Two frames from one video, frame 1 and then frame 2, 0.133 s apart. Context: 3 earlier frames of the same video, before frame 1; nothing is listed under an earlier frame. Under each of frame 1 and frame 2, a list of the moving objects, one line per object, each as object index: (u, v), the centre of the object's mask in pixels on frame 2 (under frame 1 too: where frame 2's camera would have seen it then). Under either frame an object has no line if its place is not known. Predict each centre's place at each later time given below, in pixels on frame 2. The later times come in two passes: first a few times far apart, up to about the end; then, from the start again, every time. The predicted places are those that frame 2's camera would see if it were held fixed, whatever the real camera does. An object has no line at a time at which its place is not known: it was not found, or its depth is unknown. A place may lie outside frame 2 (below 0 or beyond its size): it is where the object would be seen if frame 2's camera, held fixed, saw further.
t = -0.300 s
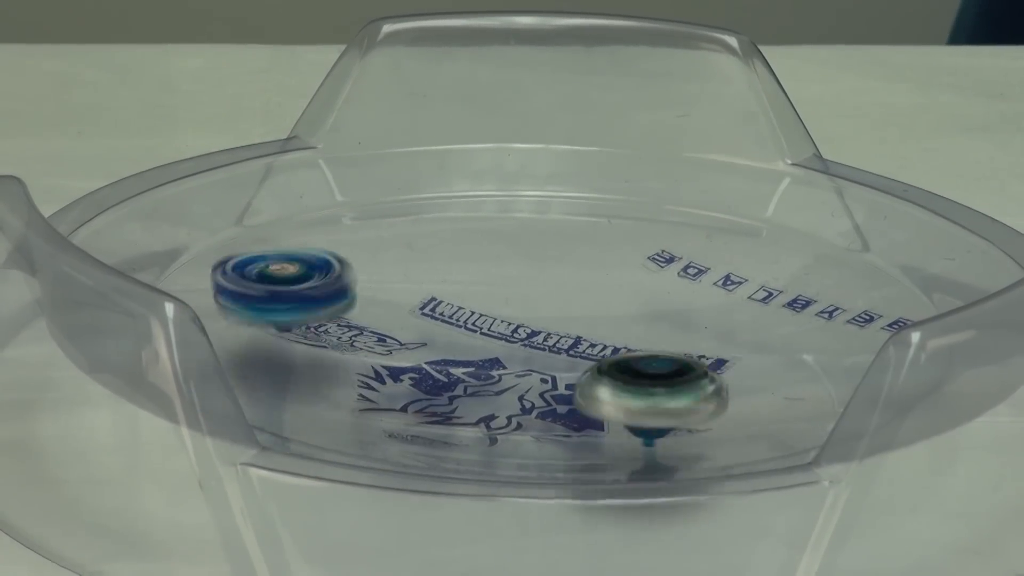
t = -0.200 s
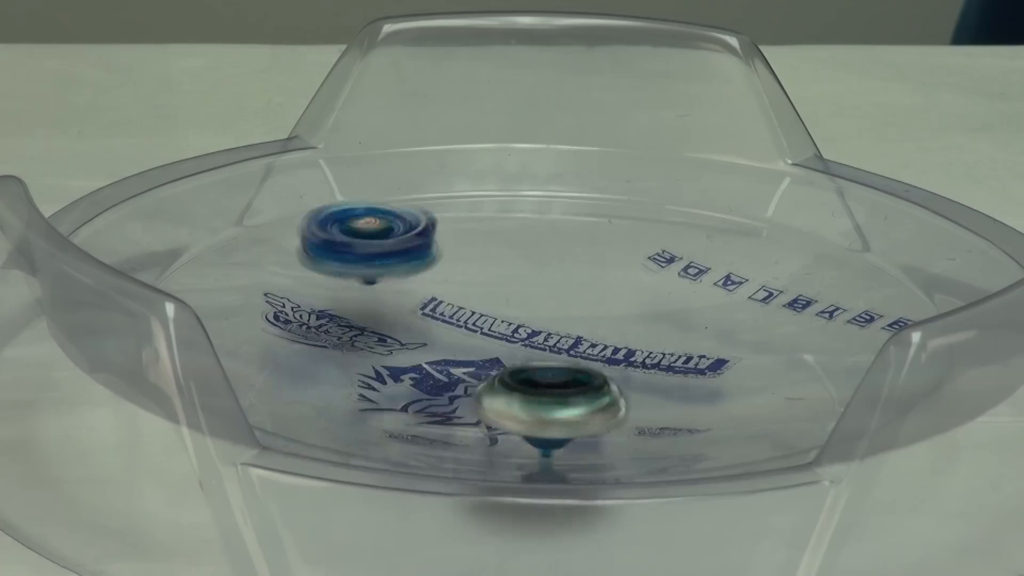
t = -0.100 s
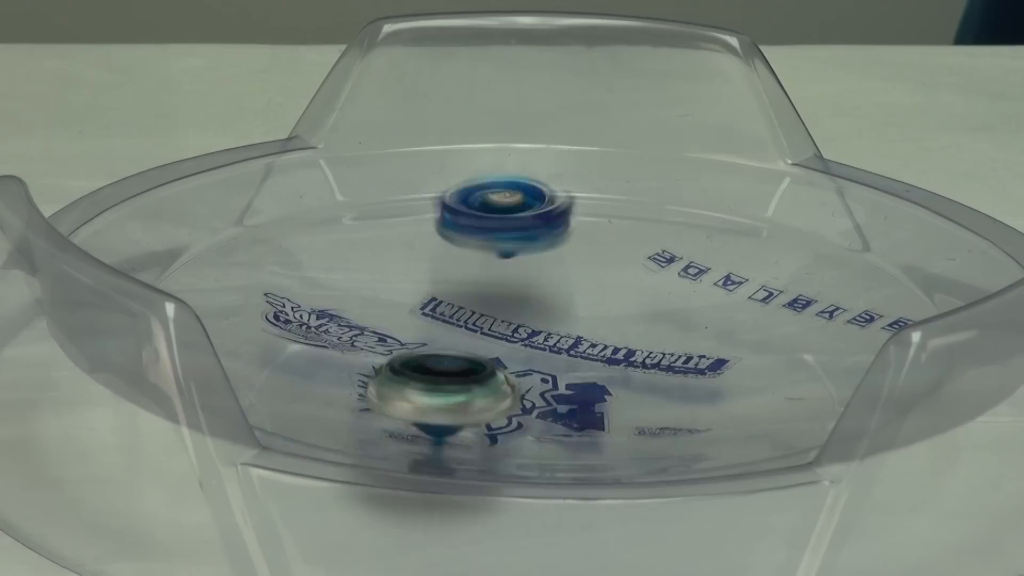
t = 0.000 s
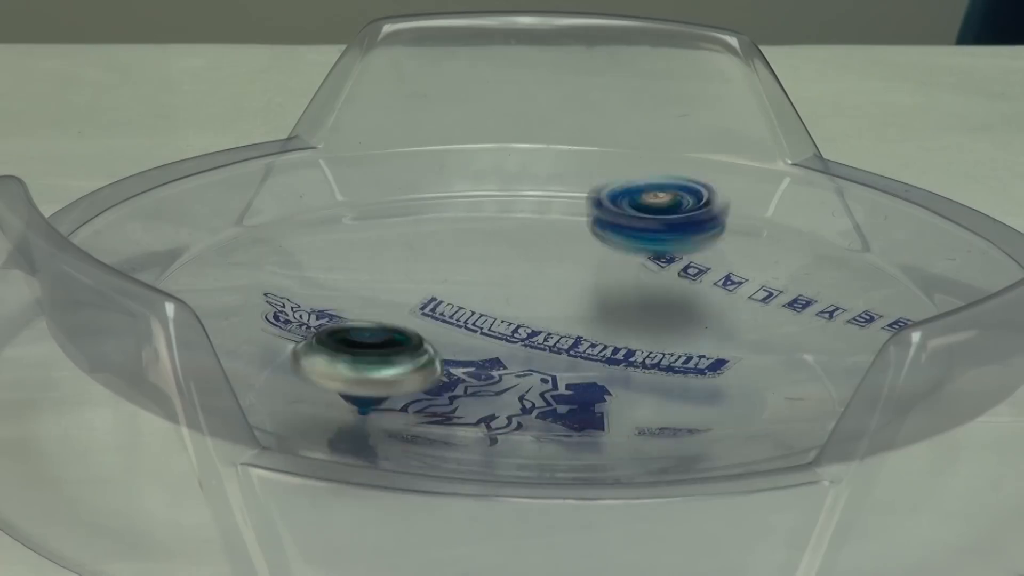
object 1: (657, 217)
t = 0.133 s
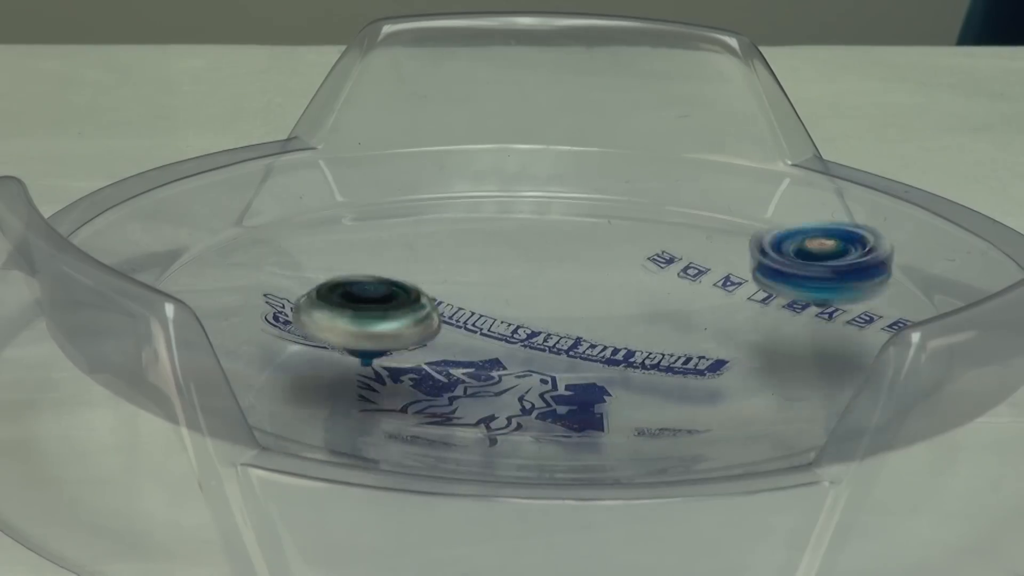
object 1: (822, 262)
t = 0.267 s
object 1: (839, 336)
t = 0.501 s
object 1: (542, 418)
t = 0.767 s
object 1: (263, 304)
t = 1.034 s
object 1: (517, 212)
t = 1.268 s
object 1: (803, 292)
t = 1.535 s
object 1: (632, 416)
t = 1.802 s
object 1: (272, 347)
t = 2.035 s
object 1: (380, 244)
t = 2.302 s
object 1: (760, 274)
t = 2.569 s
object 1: (741, 396)
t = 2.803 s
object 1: (385, 393)
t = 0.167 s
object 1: (845, 281)
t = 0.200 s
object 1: (855, 299)
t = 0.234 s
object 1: (853, 316)
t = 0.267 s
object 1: (839, 336)
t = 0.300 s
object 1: (817, 359)
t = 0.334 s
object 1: (795, 376)
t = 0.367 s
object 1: (762, 392)
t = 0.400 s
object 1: (715, 403)
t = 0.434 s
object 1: (659, 413)
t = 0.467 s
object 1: (600, 419)
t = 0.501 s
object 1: (542, 418)
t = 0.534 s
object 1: (484, 412)
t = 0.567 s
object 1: (431, 405)
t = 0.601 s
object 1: (380, 395)
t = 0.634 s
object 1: (336, 380)
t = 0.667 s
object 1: (299, 361)
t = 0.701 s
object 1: (280, 343)
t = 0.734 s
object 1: (267, 324)
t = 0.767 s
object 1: (263, 304)
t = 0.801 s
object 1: (264, 285)
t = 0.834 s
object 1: (279, 268)
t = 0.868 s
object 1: (303, 252)
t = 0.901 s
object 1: (335, 238)
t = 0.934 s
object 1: (374, 226)
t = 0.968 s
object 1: (418, 218)
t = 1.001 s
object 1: (466, 213)
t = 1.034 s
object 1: (517, 212)
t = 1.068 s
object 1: (567, 214)
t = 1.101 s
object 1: (618, 219)
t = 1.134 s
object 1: (667, 229)
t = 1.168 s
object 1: (711, 241)
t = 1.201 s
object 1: (749, 257)
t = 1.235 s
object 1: (780, 273)
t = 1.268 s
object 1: (803, 292)
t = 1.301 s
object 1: (817, 310)
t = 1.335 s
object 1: (819, 330)
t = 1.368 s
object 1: (807, 349)
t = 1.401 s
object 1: (790, 366)
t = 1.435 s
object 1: (765, 383)
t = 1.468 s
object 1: (731, 396)
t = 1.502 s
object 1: (687, 408)
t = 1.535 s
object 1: (632, 416)
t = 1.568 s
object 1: (578, 420)
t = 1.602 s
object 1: (520, 418)
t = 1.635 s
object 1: (465, 412)
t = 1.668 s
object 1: (411, 405)
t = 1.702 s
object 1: (365, 393)
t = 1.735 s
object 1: (323, 379)
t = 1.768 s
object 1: (292, 363)
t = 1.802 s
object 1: (272, 347)
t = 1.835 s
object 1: (261, 327)
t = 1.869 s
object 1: (255, 309)
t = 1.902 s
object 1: (258, 293)
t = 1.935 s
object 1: (276, 278)
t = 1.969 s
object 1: (304, 264)
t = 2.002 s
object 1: (339, 253)
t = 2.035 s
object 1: (380, 244)
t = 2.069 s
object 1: (427, 238)
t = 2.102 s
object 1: (477, 235)
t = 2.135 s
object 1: (530, 235)
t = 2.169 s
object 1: (581, 237)
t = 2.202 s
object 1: (631, 243)
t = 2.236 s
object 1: (679, 250)
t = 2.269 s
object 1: (721, 260)
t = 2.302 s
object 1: (760, 274)
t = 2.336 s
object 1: (792, 289)
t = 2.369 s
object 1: (814, 304)
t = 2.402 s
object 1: (824, 321)
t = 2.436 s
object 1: (822, 337)
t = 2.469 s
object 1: (811, 353)
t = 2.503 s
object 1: (797, 369)
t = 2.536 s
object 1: (775, 384)
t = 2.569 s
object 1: (741, 396)
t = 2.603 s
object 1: (697, 406)
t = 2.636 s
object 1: (644, 414)
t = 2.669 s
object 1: (591, 417)
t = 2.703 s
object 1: (534, 417)
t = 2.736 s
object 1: (481, 412)
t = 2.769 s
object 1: (431, 404)
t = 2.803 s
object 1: (385, 393)
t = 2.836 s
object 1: (347, 381)
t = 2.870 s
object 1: (317, 368)
